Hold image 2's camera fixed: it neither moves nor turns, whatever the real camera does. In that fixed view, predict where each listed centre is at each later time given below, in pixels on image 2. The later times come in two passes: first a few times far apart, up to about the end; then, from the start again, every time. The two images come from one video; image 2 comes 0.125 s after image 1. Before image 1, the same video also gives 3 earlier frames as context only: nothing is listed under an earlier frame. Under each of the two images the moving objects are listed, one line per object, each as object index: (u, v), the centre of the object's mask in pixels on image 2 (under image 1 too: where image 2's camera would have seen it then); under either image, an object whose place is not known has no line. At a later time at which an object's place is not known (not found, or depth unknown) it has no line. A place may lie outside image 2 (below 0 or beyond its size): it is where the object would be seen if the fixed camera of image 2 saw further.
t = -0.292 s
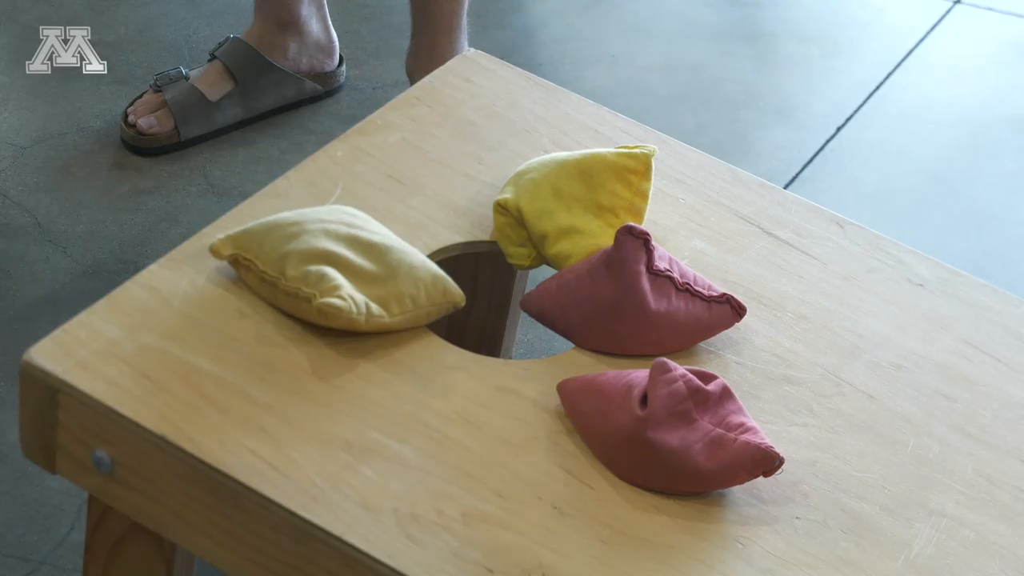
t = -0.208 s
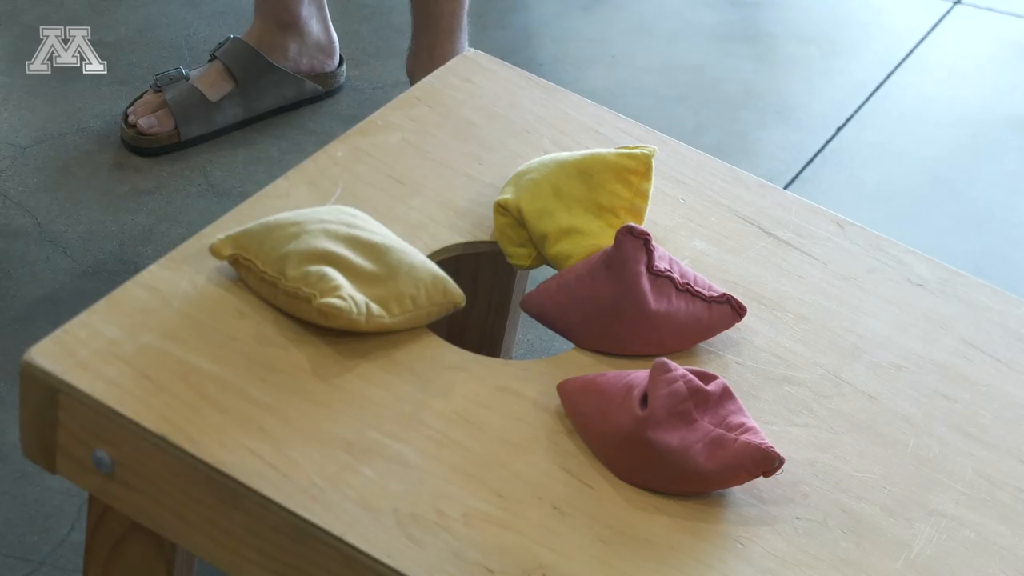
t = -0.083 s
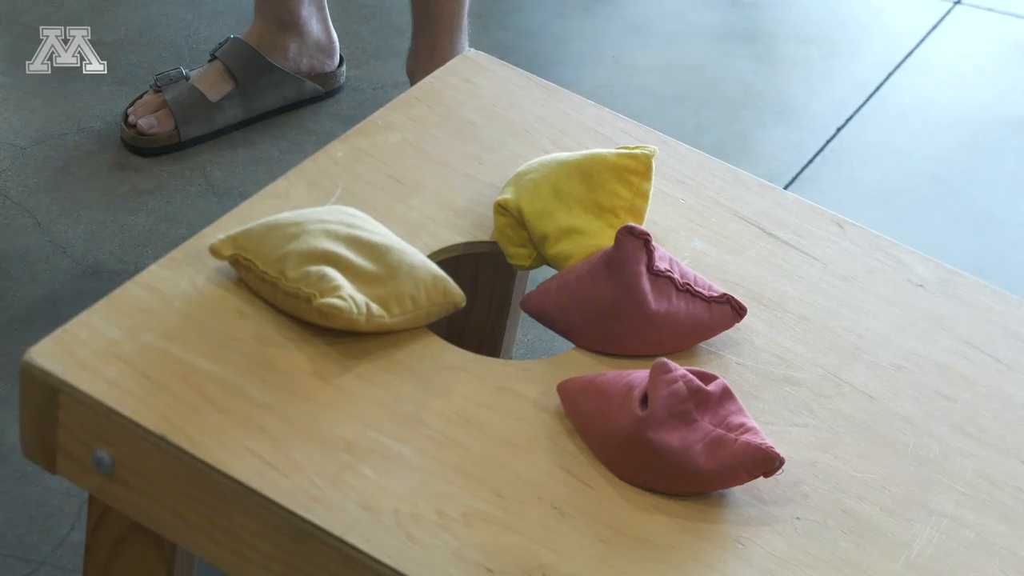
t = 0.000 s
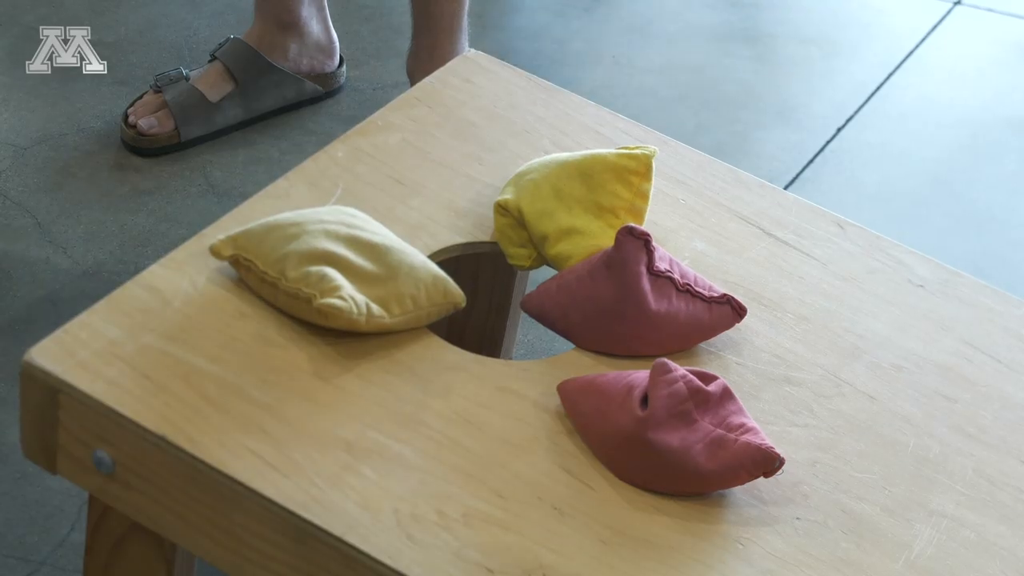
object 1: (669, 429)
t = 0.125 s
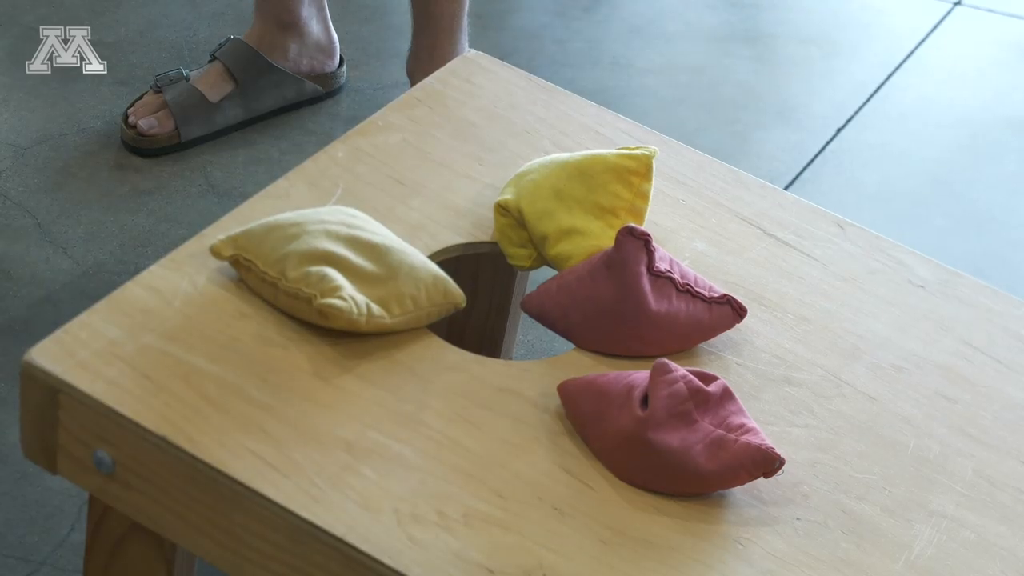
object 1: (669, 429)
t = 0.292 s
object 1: (669, 430)
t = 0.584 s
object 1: (607, 403)
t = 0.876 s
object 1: (597, 399)
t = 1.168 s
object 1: (597, 399)
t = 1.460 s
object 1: (596, 399)
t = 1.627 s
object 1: (596, 399)
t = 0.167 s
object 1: (669, 429)
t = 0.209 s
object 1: (669, 430)
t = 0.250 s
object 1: (669, 430)
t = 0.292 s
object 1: (669, 430)
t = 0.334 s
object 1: (669, 430)
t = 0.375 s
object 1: (669, 430)
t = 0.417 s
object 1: (669, 430)
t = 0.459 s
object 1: (668, 430)
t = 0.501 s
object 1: (652, 421)
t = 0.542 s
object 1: (626, 410)
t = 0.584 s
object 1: (607, 403)
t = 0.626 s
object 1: (597, 399)
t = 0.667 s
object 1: (595, 398)
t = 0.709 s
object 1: (596, 399)
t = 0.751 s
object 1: (597, 399)
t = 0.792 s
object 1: (597, 399)
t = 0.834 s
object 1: (597, 399)
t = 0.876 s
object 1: (597, 399)
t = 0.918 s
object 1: (597, 399)
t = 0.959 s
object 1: (597, 399)
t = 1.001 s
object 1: (597, 399)
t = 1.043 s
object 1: (597, 399)
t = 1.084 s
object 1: (597, 399)
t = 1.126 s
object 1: (597, 399)
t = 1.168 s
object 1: (597, 399)
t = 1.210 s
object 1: (597, 399)
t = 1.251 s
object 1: (597, 399)
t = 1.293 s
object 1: (597, 399)
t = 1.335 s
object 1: (597, 399)
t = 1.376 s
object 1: (597, 399)
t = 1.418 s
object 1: (597, 399)
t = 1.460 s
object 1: (596, 399)
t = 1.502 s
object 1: (596, 399)
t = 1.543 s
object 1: (596, 399)
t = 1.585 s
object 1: (596, 399)
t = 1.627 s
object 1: (596, 399)
